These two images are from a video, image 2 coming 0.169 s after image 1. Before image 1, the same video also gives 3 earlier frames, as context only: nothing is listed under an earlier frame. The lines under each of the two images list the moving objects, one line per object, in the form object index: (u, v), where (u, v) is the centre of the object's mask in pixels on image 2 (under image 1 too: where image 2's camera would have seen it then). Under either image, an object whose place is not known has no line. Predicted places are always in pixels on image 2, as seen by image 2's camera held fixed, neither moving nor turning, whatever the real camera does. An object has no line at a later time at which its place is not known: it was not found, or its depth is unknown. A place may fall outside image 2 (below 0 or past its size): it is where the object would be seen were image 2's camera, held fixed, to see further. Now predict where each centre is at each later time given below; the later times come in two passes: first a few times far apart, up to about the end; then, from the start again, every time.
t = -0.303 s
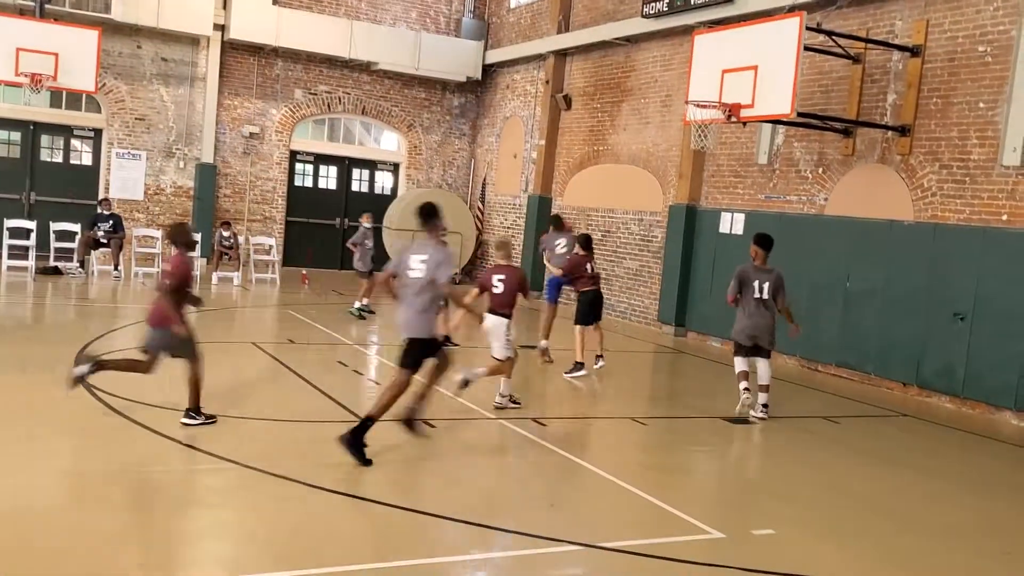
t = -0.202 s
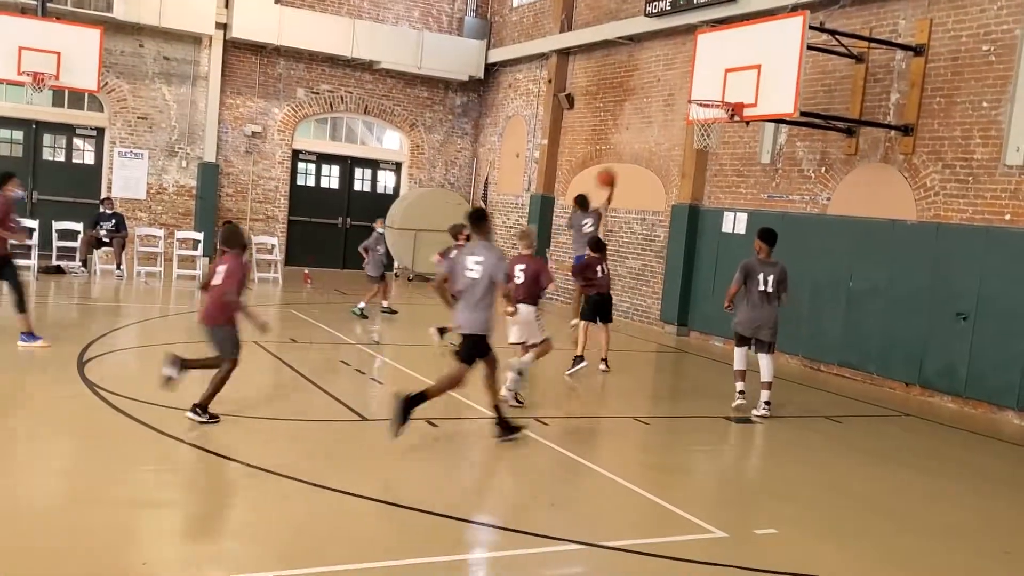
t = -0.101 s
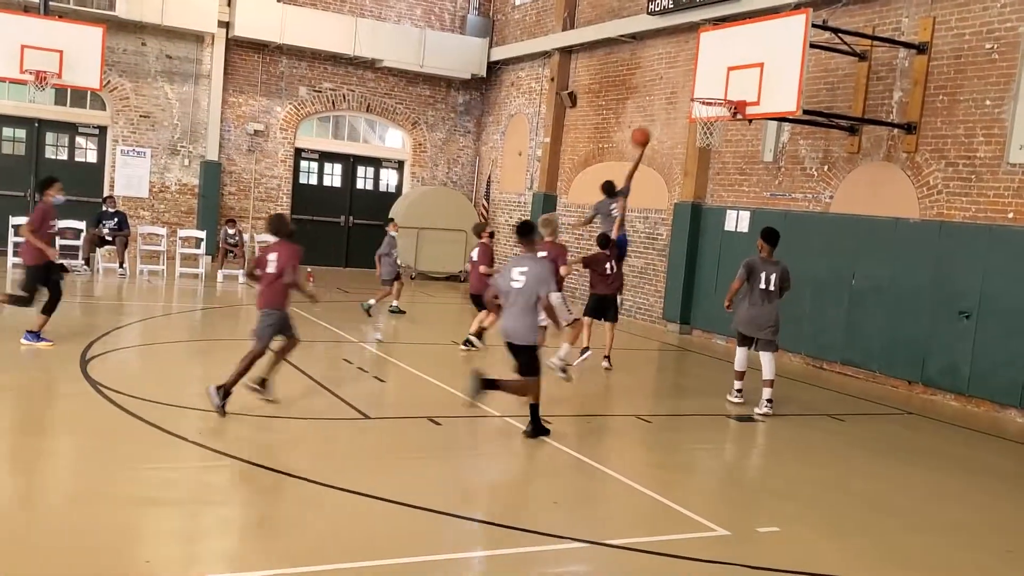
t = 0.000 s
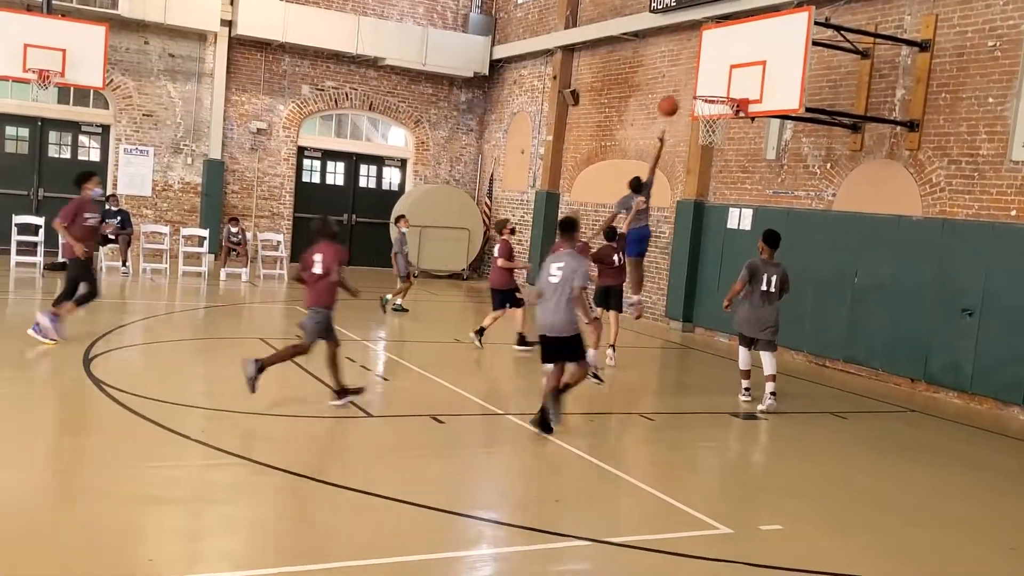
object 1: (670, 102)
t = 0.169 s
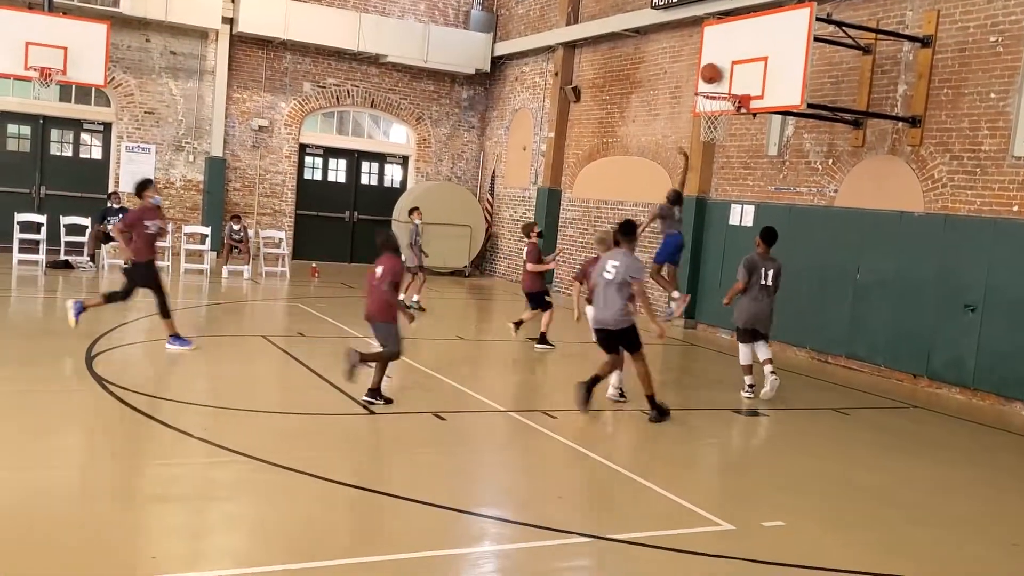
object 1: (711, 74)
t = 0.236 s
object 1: (711, 66)
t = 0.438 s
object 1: (698, 65)
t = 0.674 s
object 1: (678, 110)
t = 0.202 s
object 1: (713, 70)
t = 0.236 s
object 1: (711, 66)
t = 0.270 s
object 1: (709, 63)
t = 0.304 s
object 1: (707, 62)
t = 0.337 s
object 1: (705, 61)
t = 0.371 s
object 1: (703, 61)
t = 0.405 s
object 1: (701, 63)
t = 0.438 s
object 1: (698, 65)
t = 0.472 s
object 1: (695, 68)
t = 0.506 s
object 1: (693, 73)
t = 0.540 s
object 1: (690, 78)
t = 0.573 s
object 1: (687, 84)
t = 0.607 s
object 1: (684, 92)
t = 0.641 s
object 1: (681, 101)
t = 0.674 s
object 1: (678, 110)
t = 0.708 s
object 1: (674, 121)
